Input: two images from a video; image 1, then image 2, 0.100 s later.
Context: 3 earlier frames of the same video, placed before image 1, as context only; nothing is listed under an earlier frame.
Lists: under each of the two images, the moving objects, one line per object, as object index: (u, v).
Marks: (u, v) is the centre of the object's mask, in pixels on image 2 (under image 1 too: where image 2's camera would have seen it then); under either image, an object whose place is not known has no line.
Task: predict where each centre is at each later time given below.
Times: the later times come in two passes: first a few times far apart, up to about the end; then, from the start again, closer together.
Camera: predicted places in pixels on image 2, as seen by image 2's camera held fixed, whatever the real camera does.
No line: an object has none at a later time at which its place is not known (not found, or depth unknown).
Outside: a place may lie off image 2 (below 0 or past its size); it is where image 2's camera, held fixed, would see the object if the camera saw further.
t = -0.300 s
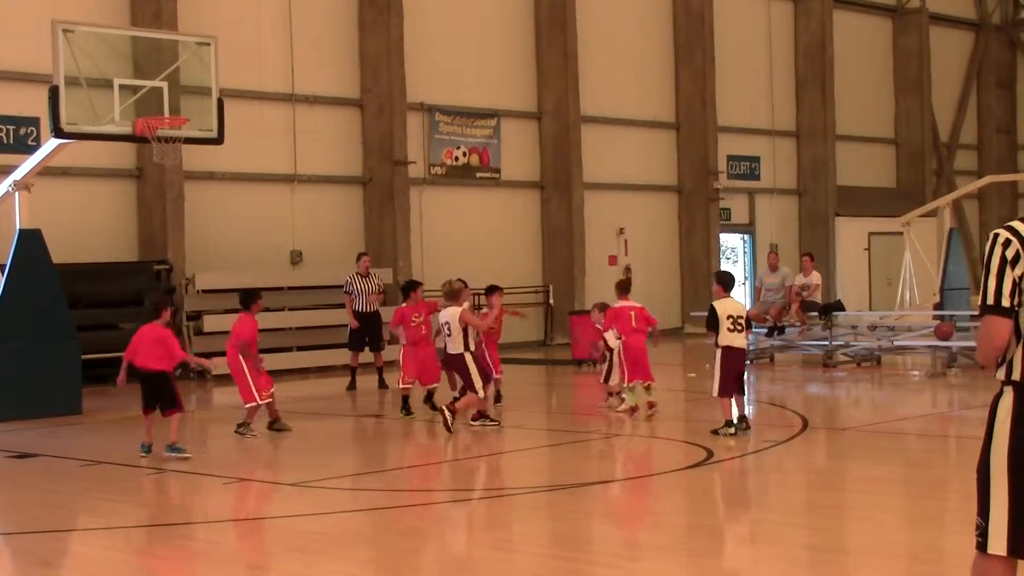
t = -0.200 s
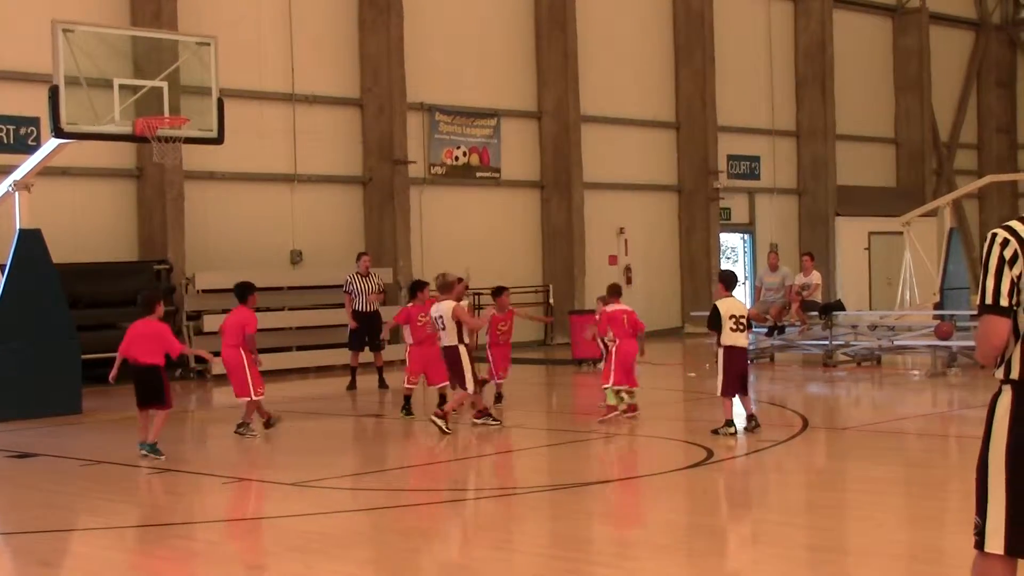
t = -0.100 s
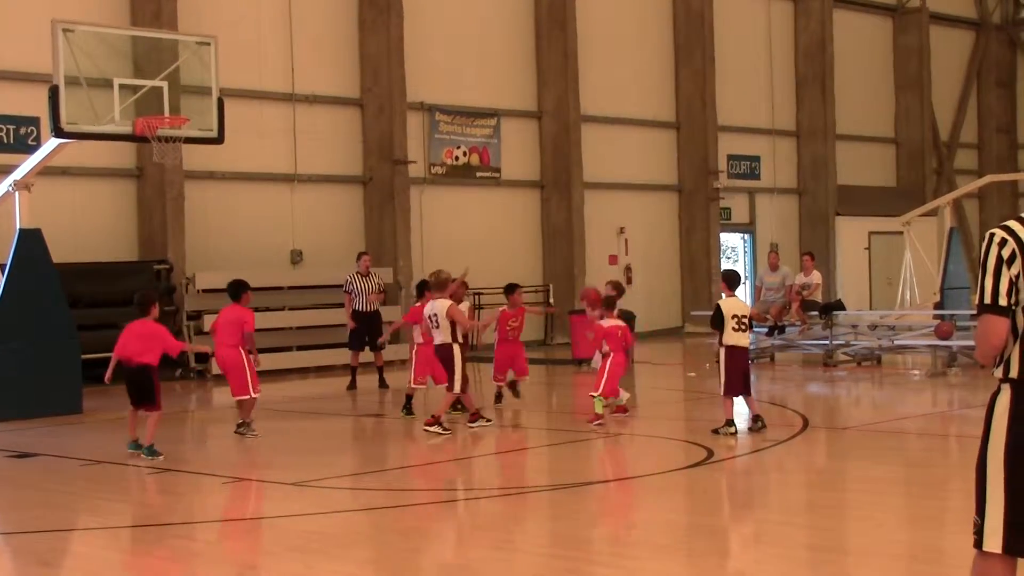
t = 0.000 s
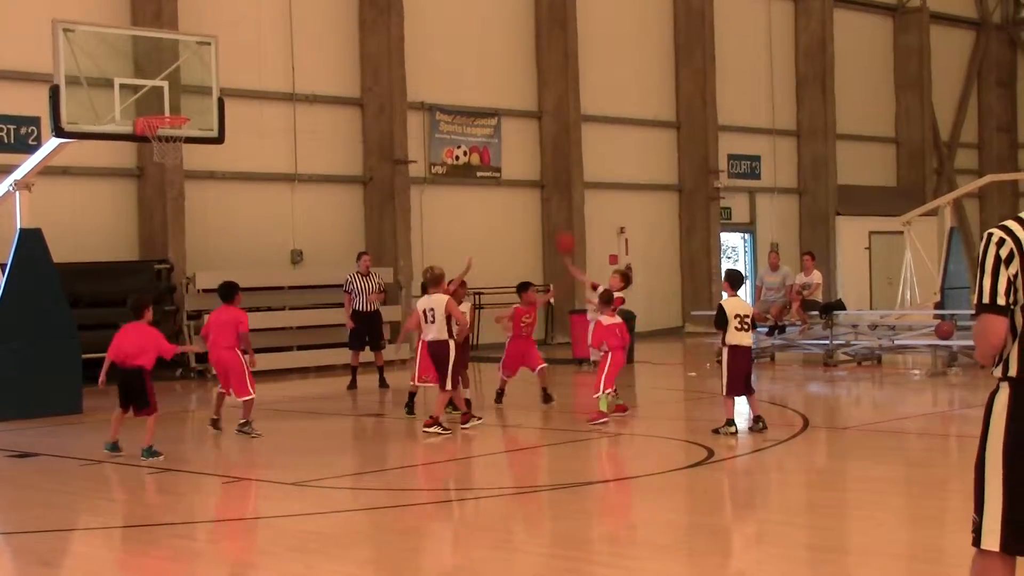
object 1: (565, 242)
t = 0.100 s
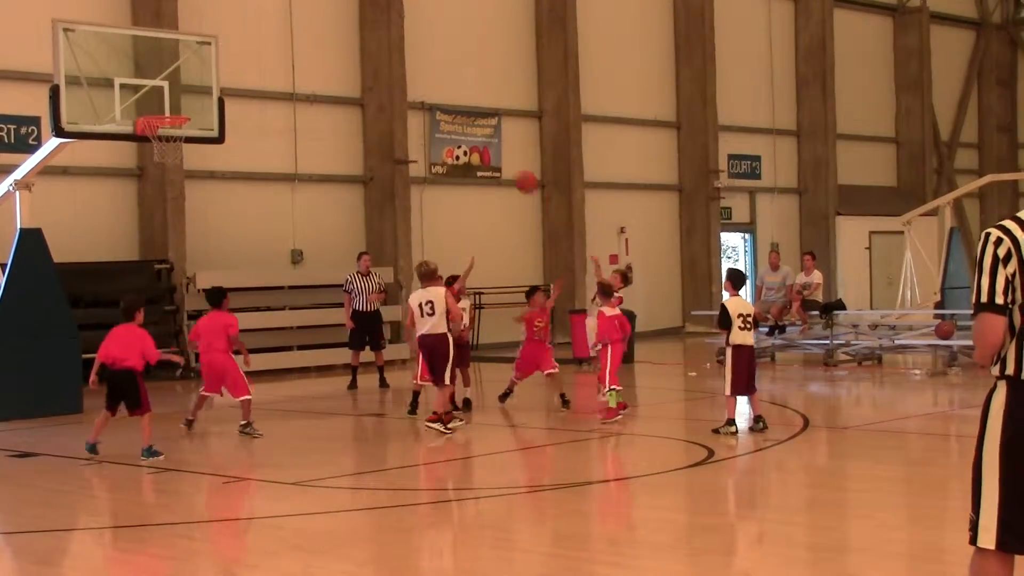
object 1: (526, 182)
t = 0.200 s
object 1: (487, 129)
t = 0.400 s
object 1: (408, 53)
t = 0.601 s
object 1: (329, 11)
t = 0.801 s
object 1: (247, 7)
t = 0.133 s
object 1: (513, 164)
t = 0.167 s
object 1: (500, 146)
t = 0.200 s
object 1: (487, 129)
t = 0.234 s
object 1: (474, 114)
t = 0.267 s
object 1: (460, 100)
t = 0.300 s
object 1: (447, 87)
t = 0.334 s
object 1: (434, 74)
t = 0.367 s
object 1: (420, 63)
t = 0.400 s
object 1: (408, 53)
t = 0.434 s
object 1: (394, 44)
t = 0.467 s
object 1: (383, 35)
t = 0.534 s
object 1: (355, 21)
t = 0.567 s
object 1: (342, 15)
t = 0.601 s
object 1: (329, 11)
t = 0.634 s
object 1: (315, 8)
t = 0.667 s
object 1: (302, 7)
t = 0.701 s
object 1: (288, 6)
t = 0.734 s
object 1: (275, 6)
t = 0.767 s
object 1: (260, 6)
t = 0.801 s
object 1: (247, 7)
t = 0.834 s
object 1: (233, 10)
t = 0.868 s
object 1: (219, 15)
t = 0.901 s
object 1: (205, 20)
